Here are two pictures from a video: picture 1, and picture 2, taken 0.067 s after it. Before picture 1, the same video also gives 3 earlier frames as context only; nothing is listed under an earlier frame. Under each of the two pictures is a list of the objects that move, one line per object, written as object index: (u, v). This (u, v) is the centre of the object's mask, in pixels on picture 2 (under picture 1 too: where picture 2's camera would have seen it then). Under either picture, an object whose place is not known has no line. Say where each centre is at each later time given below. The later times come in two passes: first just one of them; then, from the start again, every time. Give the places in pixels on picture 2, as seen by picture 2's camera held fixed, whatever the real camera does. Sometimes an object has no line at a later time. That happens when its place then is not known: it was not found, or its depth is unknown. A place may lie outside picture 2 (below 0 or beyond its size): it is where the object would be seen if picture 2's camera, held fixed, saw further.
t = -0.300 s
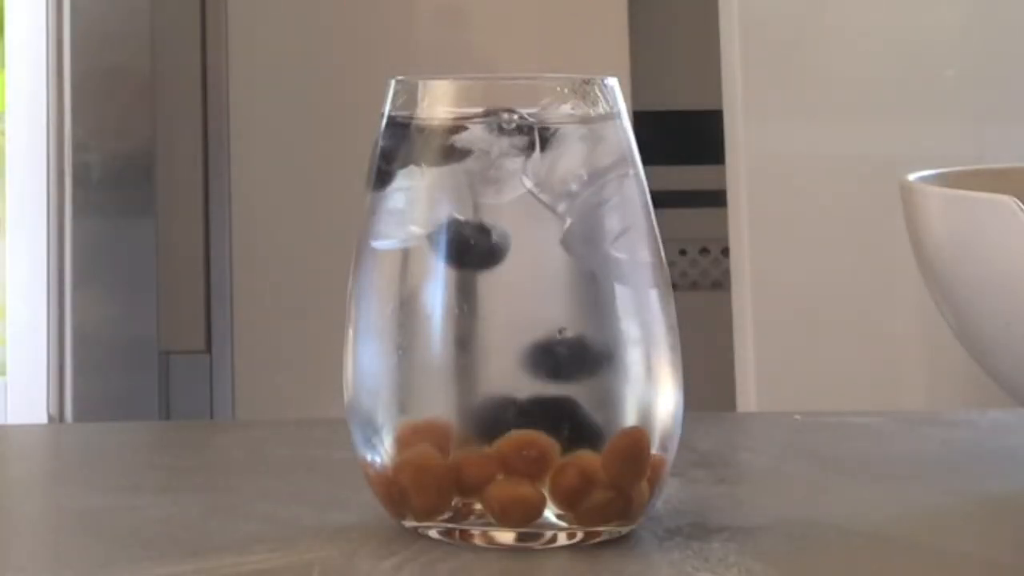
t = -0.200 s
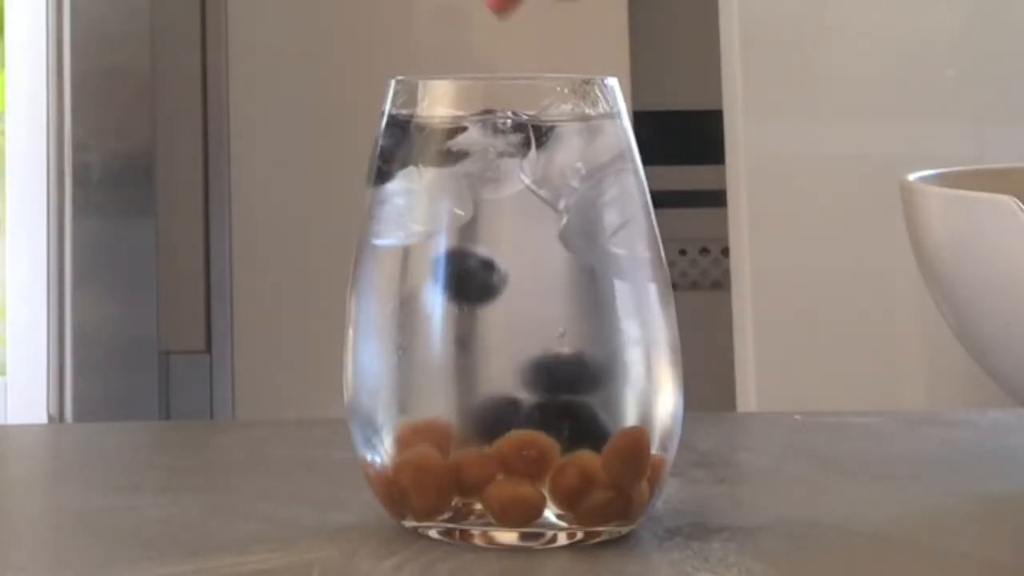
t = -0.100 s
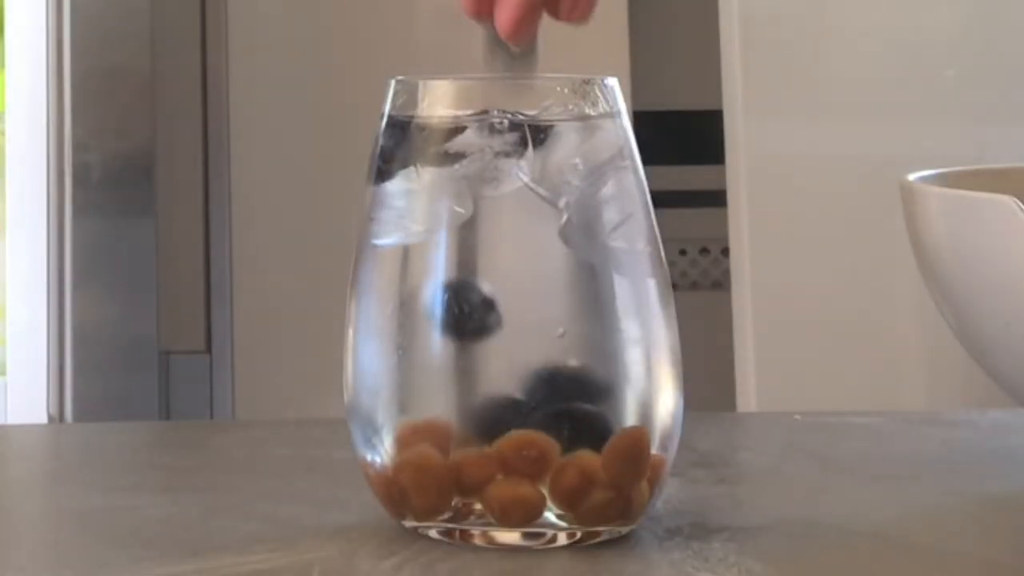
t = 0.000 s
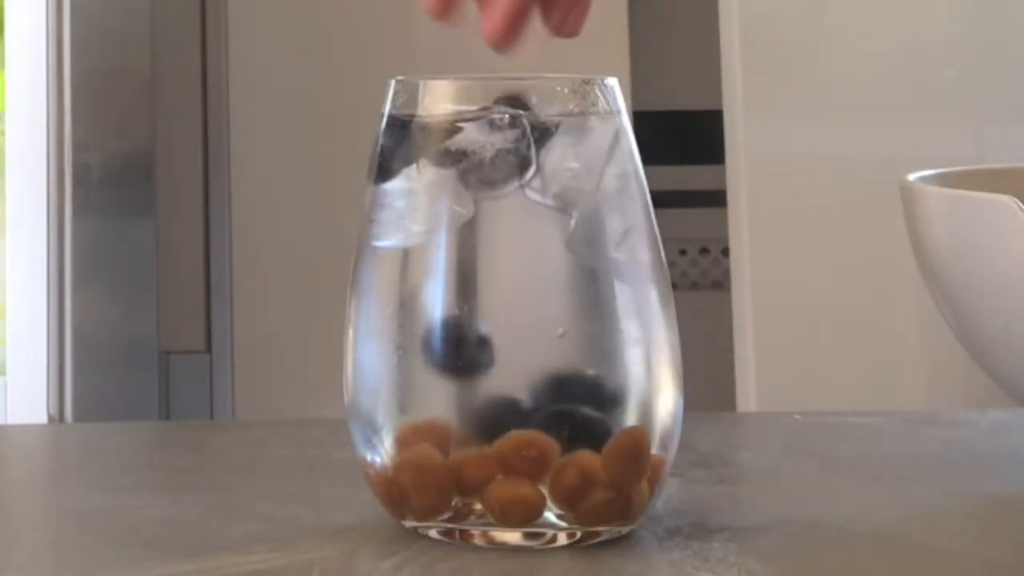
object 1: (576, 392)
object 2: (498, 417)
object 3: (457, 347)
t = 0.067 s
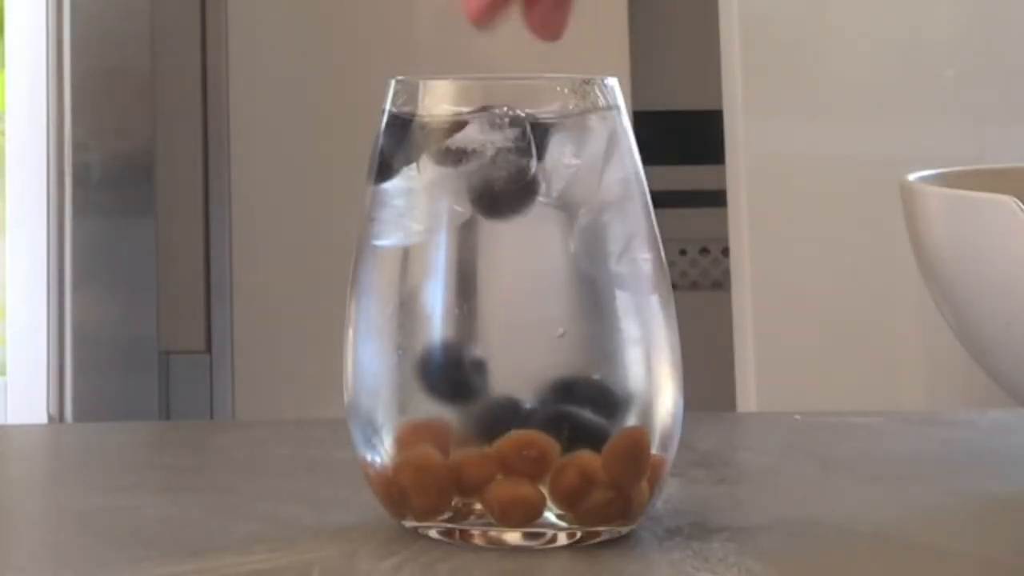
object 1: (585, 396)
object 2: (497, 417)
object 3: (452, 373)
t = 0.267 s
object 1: (616, 407)
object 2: (508, 414)
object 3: (452, 412)
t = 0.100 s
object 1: (590, 399)
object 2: (501, 417)
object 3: (448, 386)
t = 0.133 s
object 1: (595, 400)
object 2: (503, 417)
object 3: (447, 395)
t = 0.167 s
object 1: (601, 402)
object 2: (505, 417)
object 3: (449, 399)
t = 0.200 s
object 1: (608, 404)
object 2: (507, 416)
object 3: (451, 404)
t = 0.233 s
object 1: (613, 406)
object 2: (507, 415)
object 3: (450, 408)
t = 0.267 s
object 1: (616, 407)
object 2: (508, 414)
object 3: (452, 412)
